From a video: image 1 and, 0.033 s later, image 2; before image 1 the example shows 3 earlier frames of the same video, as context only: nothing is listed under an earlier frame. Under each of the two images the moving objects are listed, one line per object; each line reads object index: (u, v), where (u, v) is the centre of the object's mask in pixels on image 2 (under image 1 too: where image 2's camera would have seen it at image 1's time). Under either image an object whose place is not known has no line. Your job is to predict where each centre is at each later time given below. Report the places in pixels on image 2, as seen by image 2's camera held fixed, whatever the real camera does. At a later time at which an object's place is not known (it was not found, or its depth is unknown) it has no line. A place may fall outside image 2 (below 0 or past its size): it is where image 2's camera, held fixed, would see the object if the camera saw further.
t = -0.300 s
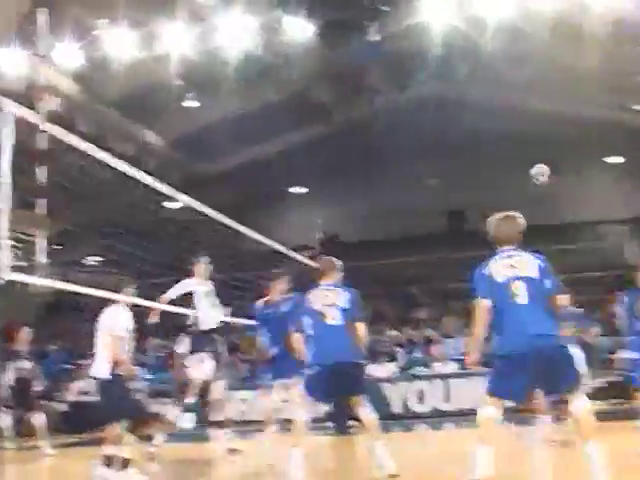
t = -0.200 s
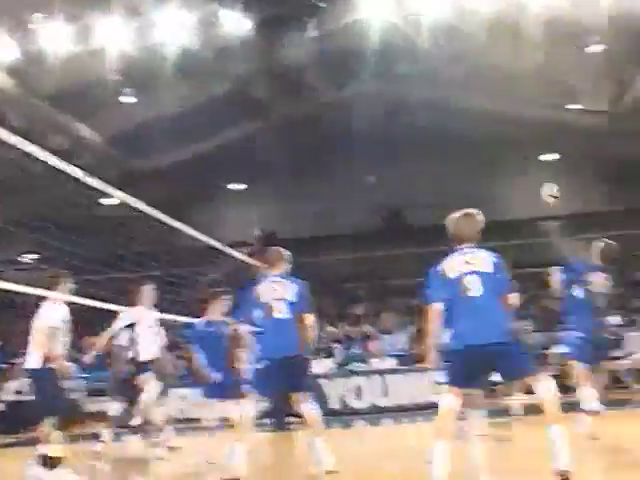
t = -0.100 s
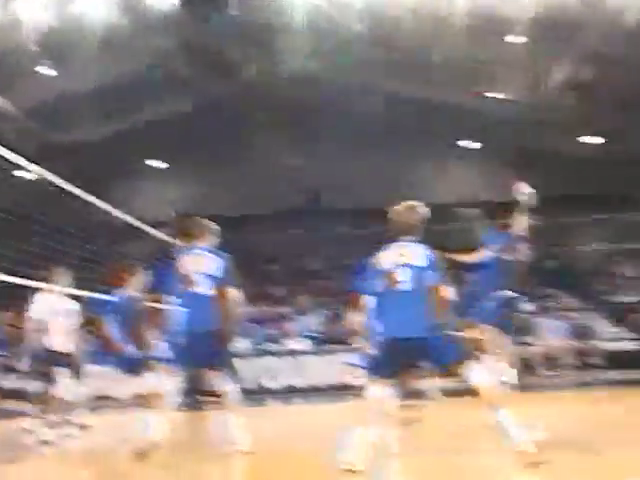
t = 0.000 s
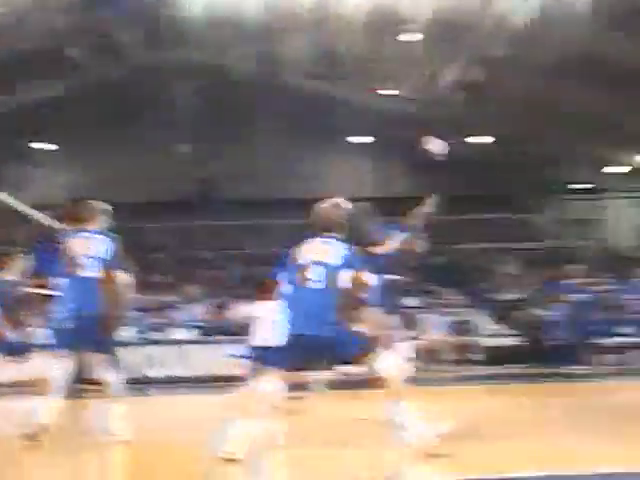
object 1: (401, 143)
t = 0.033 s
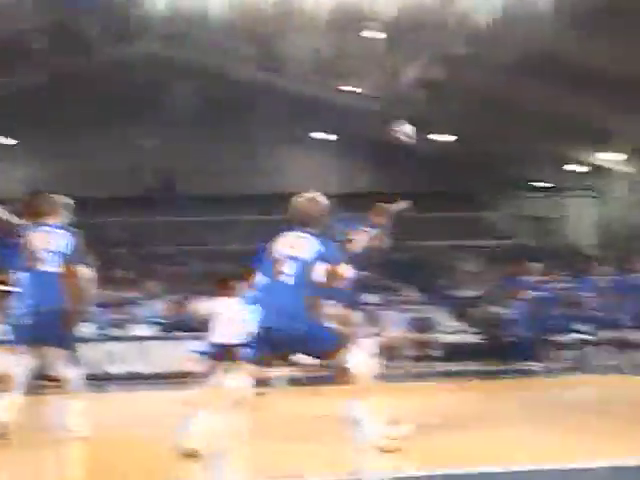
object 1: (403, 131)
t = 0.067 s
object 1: (407, 119)
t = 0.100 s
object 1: (409, 108)
